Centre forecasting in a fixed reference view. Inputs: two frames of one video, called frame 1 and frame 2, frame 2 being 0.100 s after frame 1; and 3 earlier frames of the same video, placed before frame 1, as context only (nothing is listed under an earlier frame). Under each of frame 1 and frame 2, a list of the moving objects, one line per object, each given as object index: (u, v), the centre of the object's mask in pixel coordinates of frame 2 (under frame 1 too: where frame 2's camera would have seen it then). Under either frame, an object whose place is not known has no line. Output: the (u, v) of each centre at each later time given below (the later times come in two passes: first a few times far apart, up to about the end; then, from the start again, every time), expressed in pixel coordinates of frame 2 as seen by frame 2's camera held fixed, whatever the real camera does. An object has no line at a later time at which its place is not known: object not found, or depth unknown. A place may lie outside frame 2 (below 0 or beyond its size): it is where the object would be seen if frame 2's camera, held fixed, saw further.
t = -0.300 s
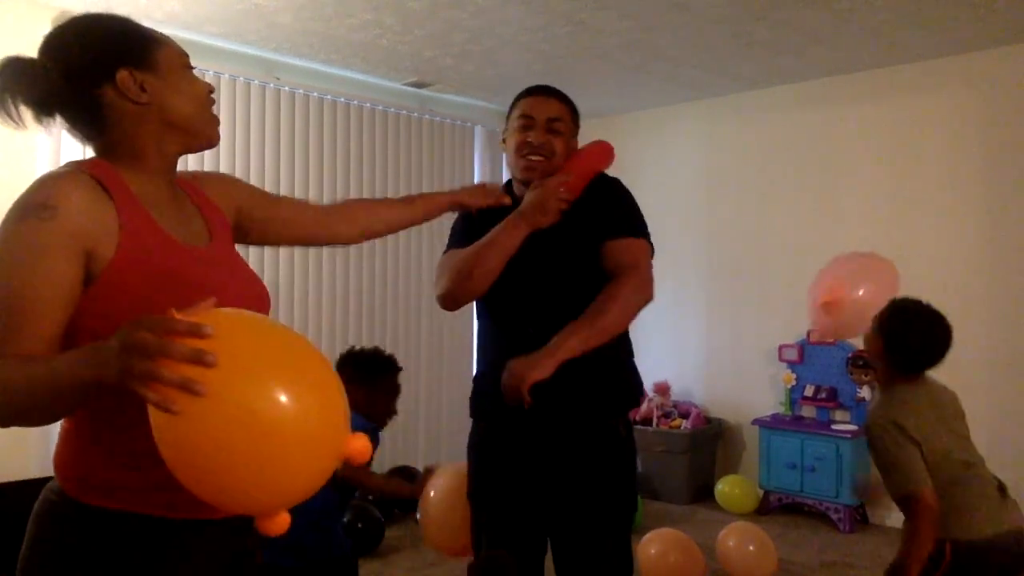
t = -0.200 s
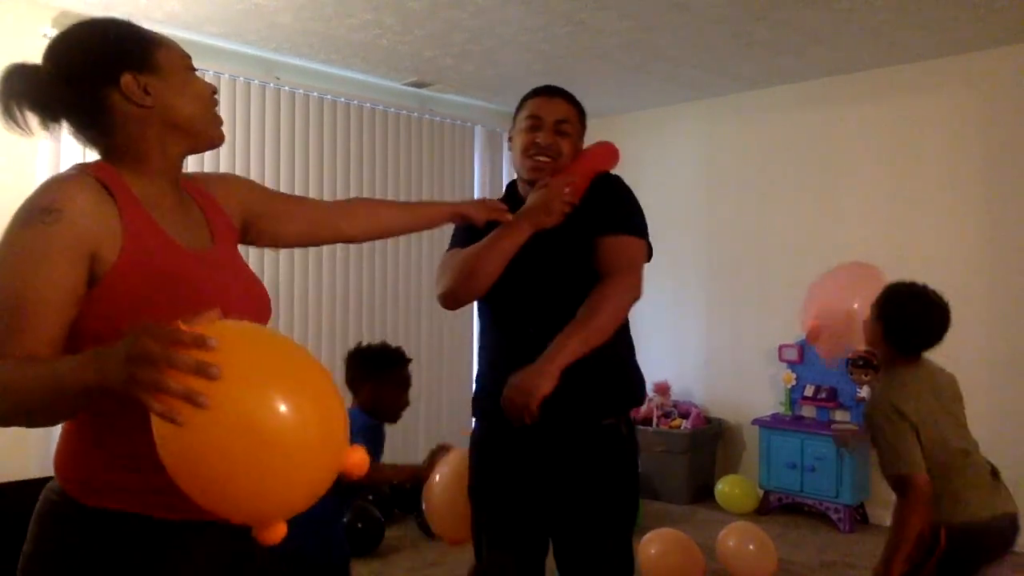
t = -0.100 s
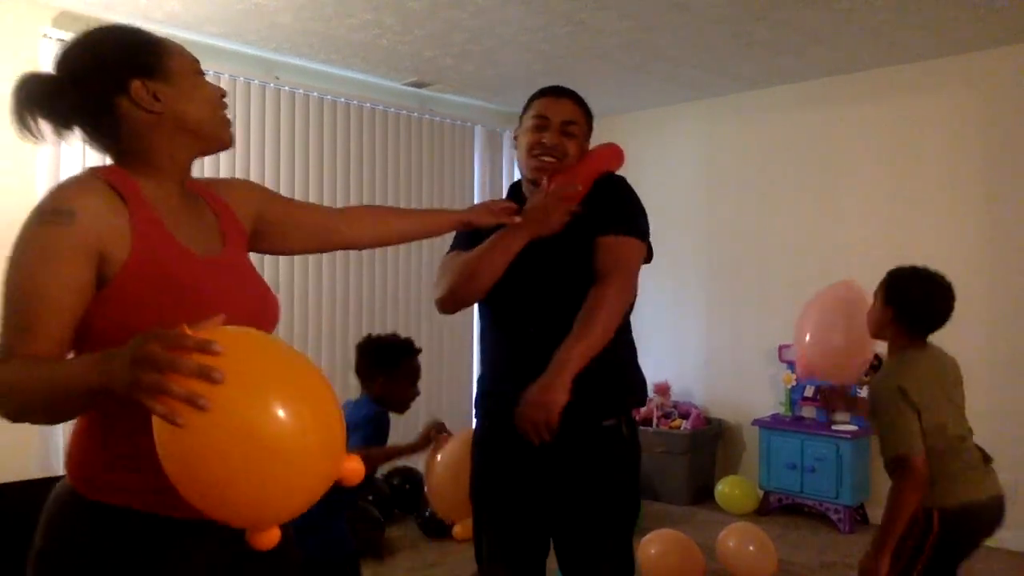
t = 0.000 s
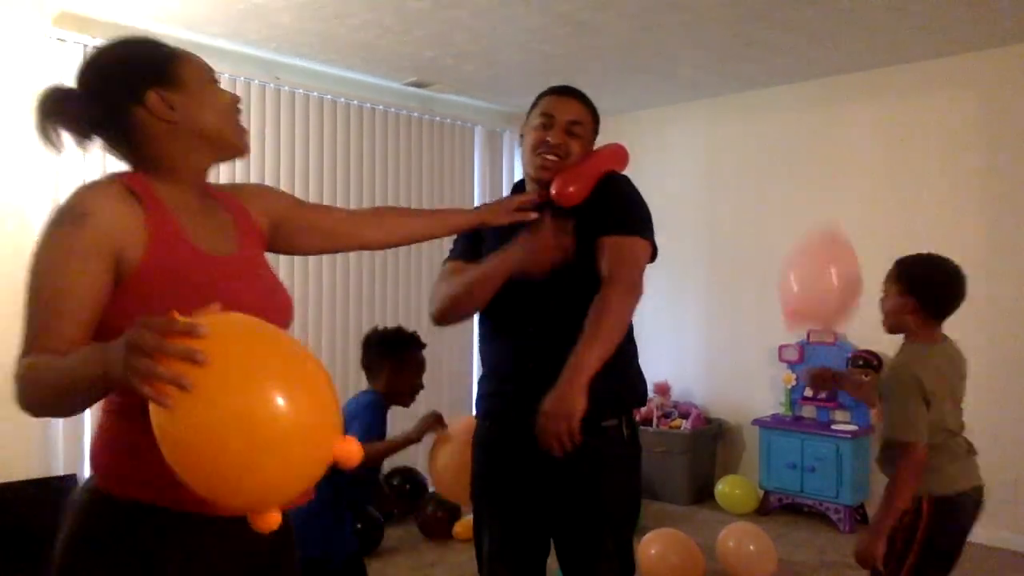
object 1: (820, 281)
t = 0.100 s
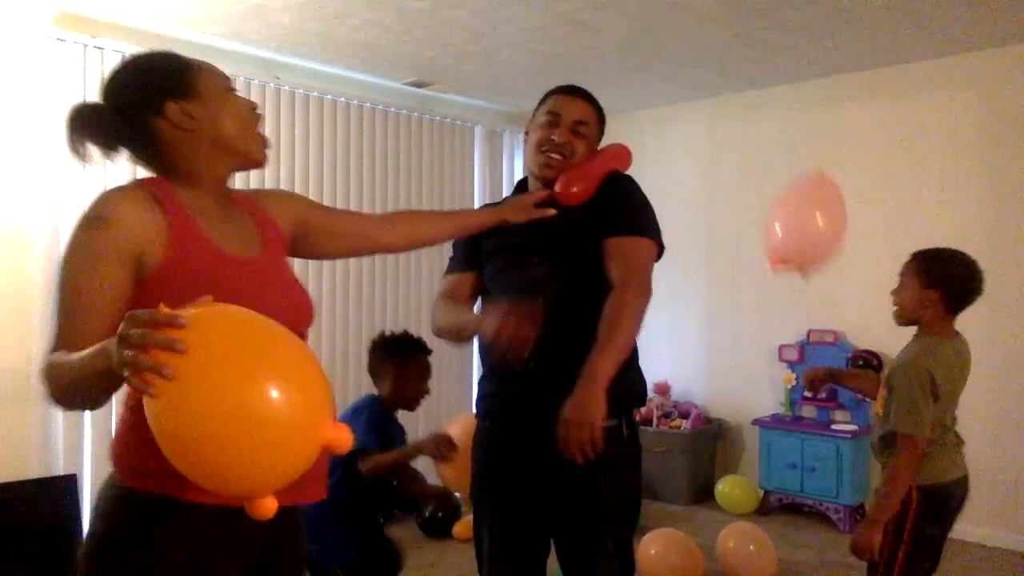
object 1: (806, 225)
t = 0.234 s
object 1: (789, 169)
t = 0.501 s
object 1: (760, 118)
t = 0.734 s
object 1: (731, 133)
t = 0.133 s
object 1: (802, 210)
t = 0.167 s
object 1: (797, 194)
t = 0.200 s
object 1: (793, 180)
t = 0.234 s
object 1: (789, 169)
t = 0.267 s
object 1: (785, 158)
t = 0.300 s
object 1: (782, 148)
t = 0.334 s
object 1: (779, 141)
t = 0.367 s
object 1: (775, 134)
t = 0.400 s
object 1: (772, 128)
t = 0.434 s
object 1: (769, 124)
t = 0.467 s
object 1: (765, 122)
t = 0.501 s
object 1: (760, 118)
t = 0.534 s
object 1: (756, 118)
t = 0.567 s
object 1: (753, 118)
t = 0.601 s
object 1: (749, 119)
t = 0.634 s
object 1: (745, 121)
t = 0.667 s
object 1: (741, 124)
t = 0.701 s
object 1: (736, 127)
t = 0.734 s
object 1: (731, 133)
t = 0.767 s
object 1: (726, 139)
